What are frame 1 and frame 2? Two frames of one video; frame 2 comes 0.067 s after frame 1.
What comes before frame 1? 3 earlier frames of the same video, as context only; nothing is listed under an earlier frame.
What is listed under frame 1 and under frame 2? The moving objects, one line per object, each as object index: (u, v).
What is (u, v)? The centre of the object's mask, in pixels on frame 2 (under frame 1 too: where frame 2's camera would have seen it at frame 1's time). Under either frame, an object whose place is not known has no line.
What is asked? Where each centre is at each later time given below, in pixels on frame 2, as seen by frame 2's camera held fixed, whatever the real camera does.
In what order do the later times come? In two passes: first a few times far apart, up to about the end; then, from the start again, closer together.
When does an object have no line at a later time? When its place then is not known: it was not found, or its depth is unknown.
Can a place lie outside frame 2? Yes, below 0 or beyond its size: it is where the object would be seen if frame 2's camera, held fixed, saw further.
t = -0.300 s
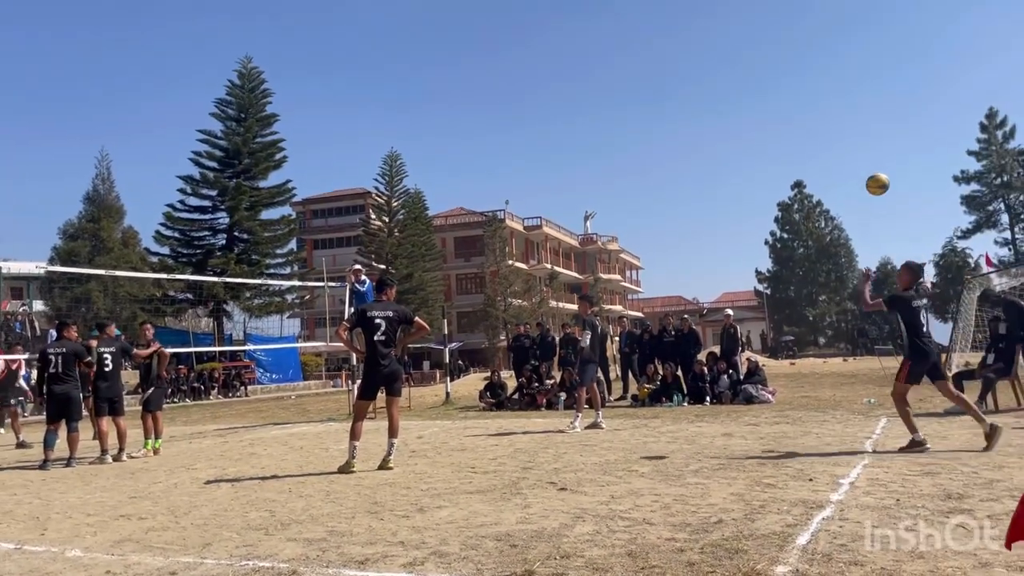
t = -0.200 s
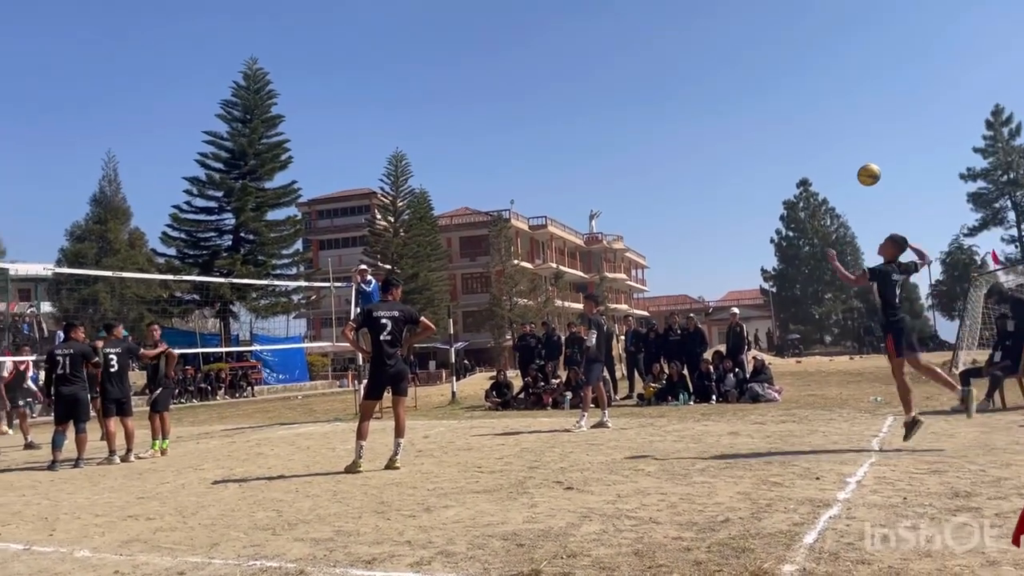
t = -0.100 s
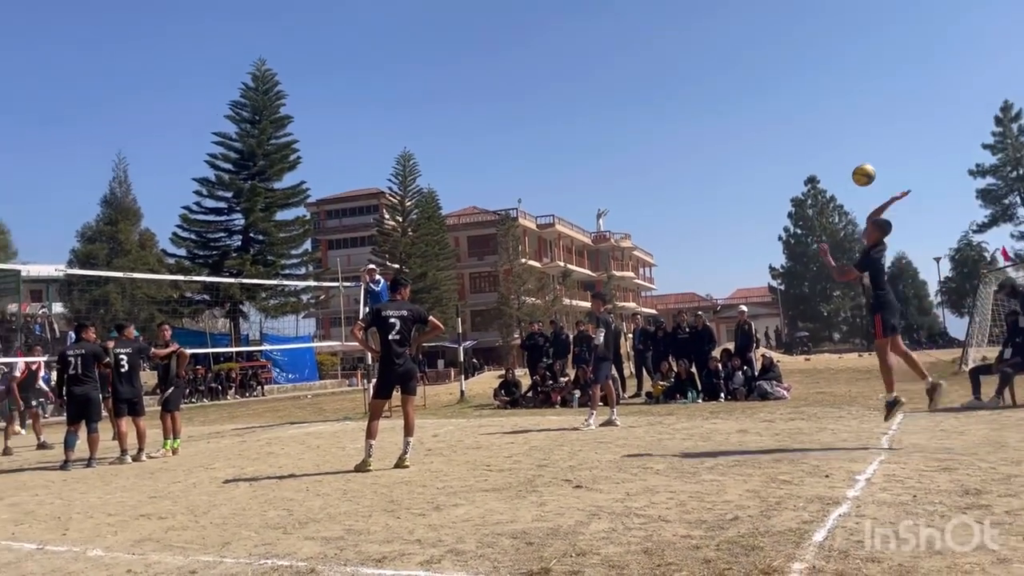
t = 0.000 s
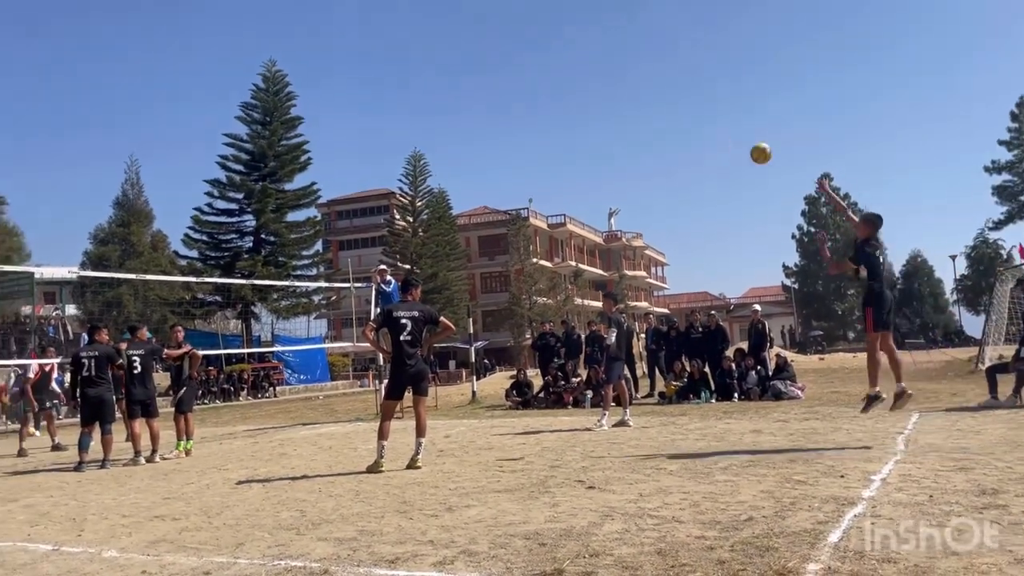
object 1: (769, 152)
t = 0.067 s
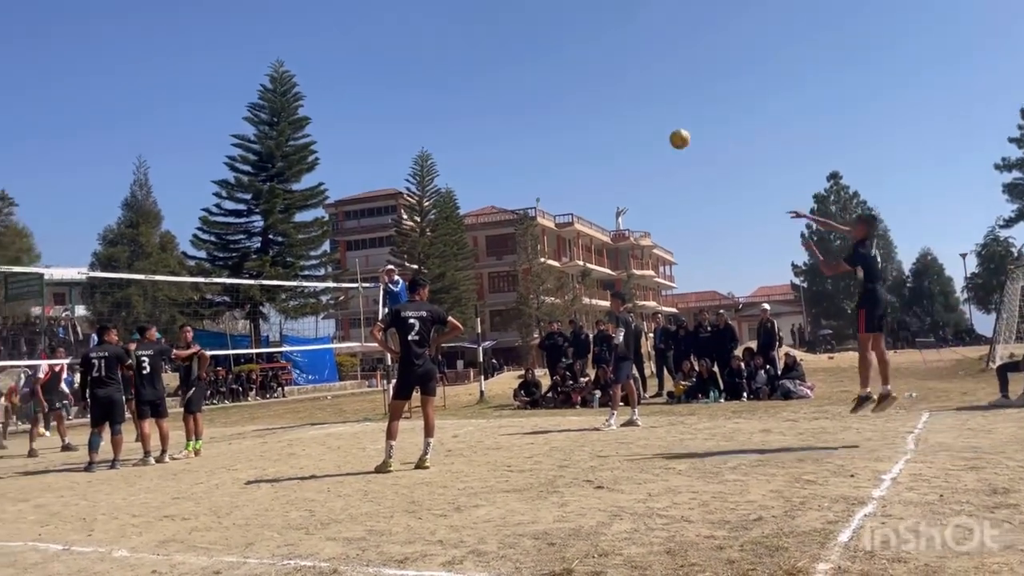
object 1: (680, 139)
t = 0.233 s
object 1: (492, 125)
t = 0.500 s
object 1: (266, 149)
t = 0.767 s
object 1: (100, 213)
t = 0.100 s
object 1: (638, 134)
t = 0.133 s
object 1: (598, 131)
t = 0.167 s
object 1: (561, 128)
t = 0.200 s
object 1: (525, 126)
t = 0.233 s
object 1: (492, 125)
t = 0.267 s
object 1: (459, 125)
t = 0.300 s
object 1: (428, 126)
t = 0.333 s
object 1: (397, 127)
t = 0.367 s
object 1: (368, 130)
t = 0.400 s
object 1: (341, 134)
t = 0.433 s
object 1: (315, 137)
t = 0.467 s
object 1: (290, 141)
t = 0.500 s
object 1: (266, 149)
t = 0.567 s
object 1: (220, 161)
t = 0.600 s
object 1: (198, 168)
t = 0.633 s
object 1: (177, 175)
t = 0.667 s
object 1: (157, 184)
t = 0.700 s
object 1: (138, 191)
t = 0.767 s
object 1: (100, 213)
